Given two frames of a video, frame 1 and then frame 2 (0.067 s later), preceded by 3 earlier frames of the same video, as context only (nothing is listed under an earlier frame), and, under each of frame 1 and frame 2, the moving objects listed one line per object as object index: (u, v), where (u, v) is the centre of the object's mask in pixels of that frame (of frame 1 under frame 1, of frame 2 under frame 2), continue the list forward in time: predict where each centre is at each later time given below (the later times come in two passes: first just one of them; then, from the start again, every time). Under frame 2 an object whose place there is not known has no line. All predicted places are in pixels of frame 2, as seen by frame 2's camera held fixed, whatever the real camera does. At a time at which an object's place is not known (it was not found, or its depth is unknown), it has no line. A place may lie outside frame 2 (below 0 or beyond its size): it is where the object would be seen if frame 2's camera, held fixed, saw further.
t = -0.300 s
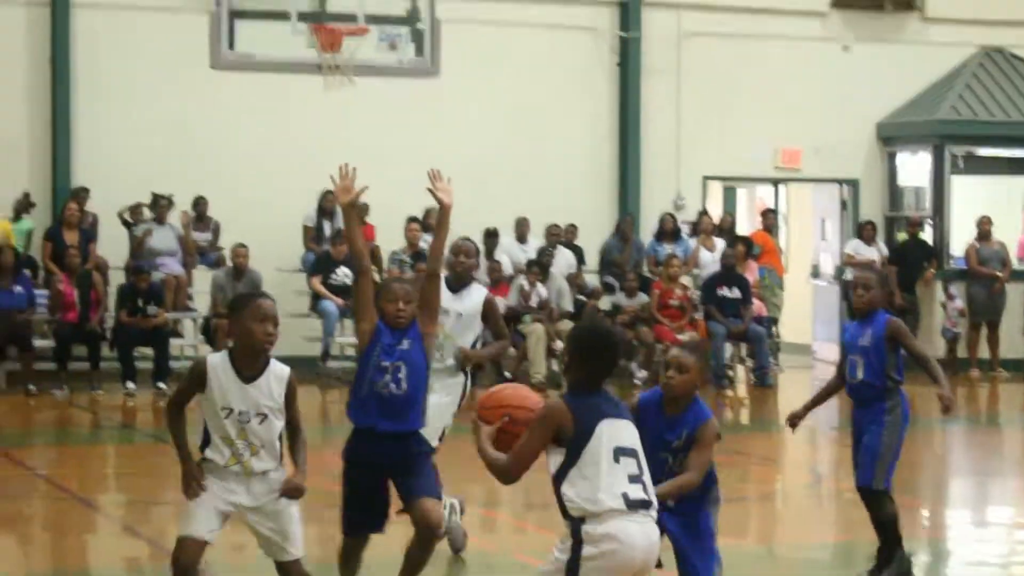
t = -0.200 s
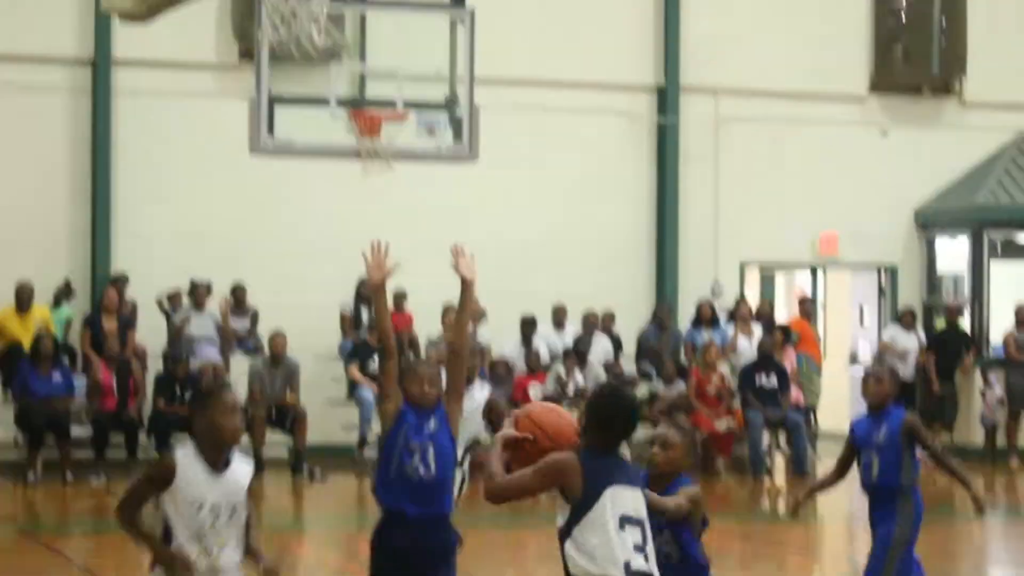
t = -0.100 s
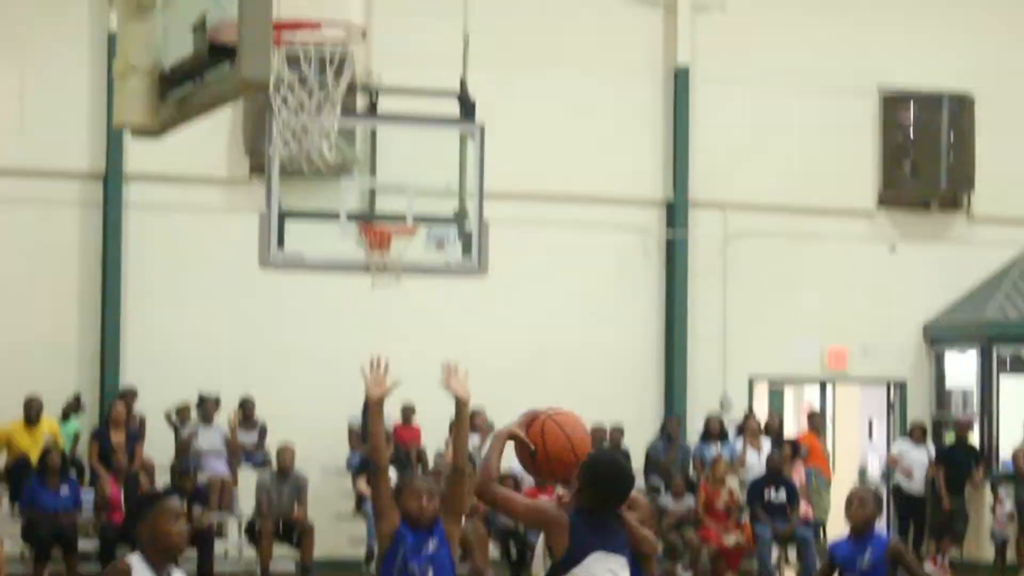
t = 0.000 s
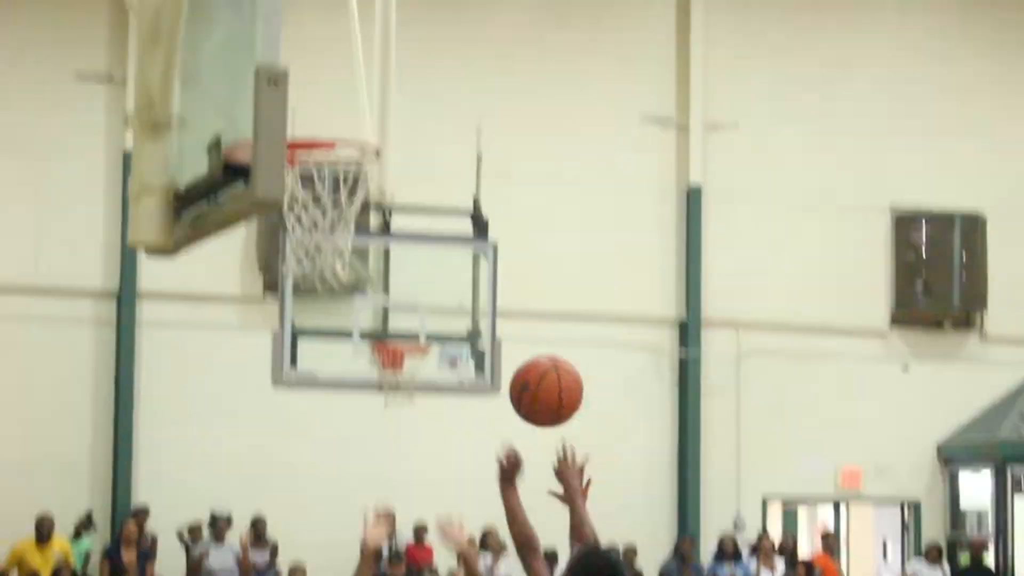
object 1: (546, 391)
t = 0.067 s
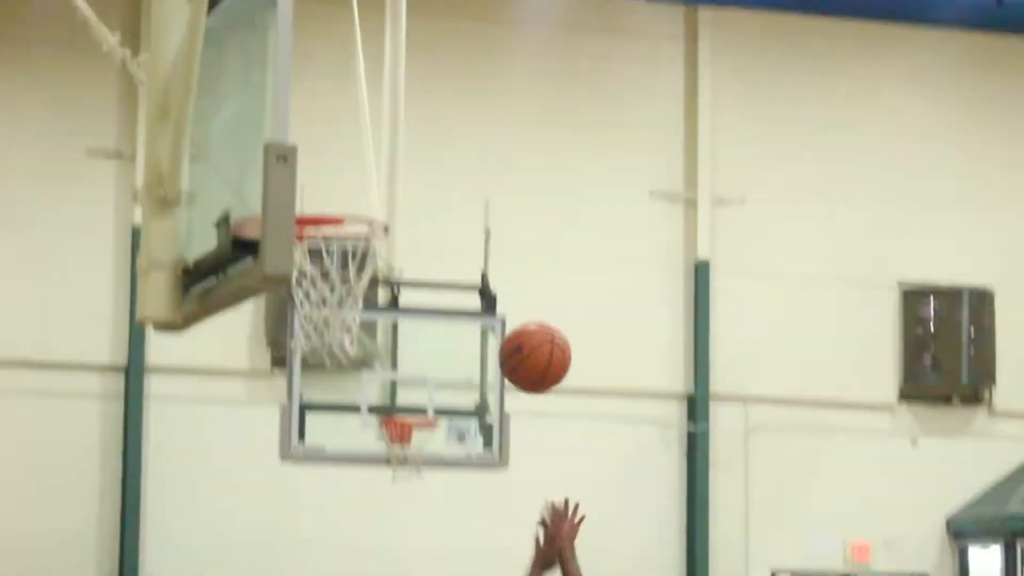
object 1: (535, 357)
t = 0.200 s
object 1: (492, 195)
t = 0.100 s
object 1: (525, 311)
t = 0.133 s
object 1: (514, 269)
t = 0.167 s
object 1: (503, 228)
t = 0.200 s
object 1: (492, 195)
